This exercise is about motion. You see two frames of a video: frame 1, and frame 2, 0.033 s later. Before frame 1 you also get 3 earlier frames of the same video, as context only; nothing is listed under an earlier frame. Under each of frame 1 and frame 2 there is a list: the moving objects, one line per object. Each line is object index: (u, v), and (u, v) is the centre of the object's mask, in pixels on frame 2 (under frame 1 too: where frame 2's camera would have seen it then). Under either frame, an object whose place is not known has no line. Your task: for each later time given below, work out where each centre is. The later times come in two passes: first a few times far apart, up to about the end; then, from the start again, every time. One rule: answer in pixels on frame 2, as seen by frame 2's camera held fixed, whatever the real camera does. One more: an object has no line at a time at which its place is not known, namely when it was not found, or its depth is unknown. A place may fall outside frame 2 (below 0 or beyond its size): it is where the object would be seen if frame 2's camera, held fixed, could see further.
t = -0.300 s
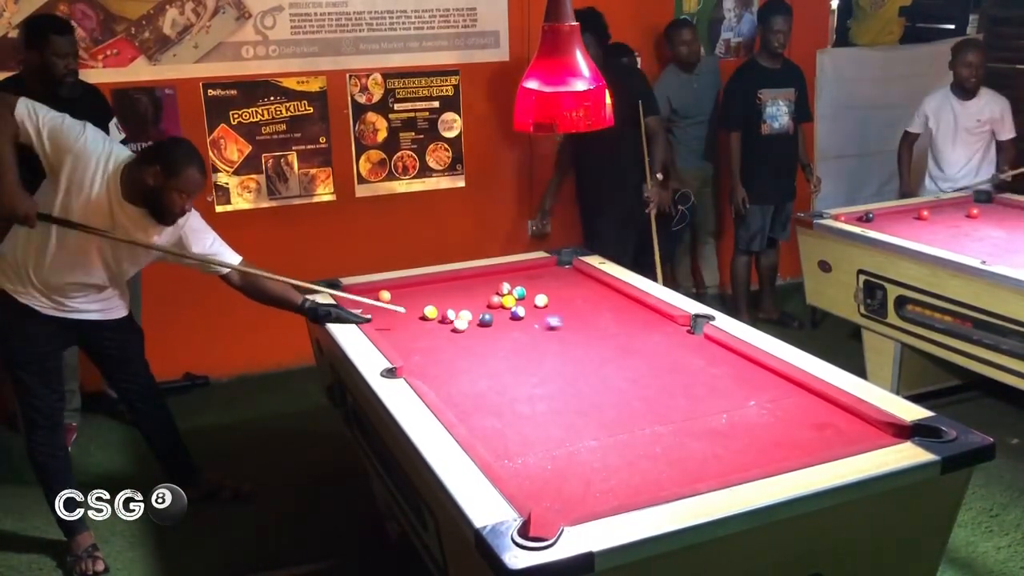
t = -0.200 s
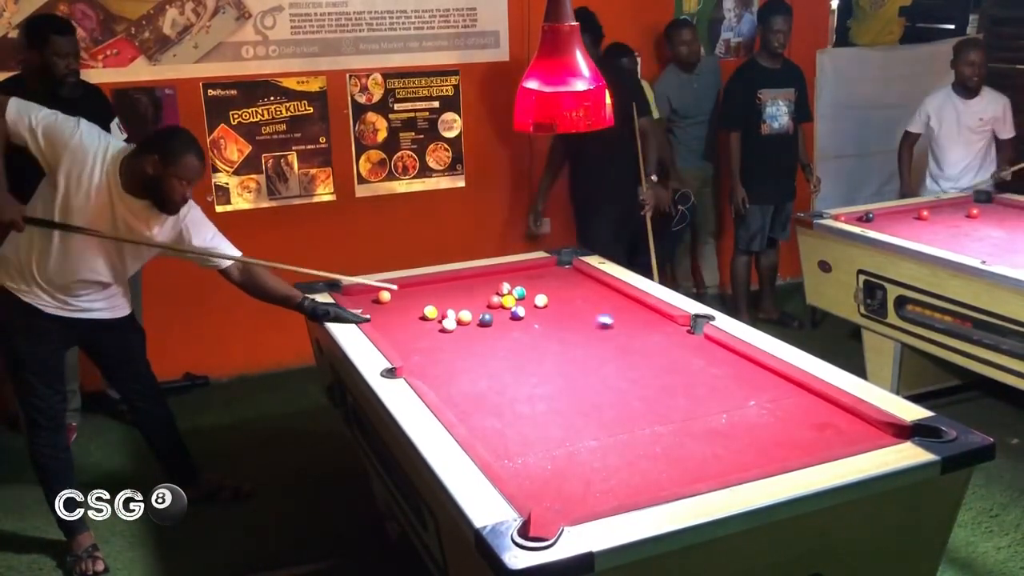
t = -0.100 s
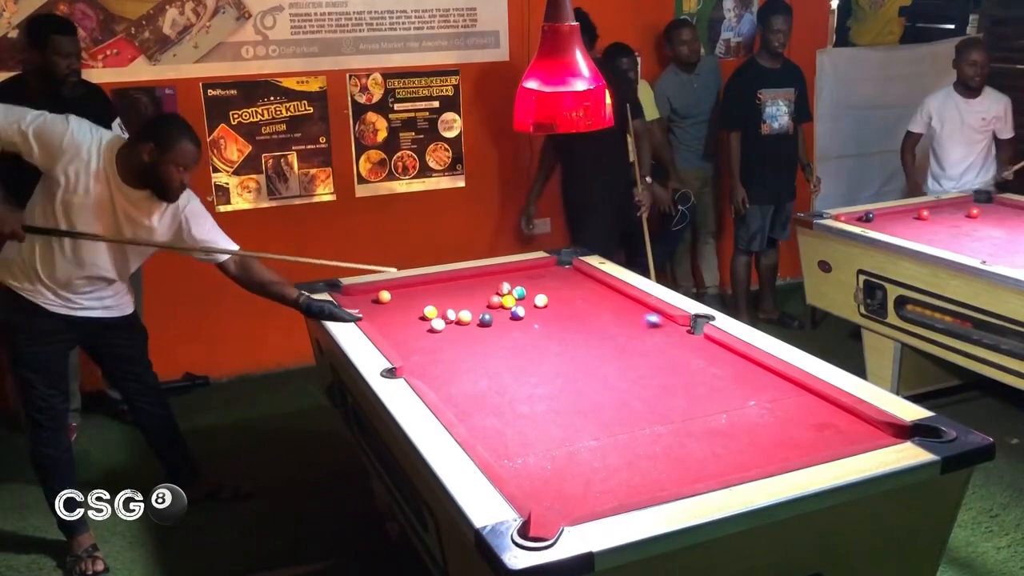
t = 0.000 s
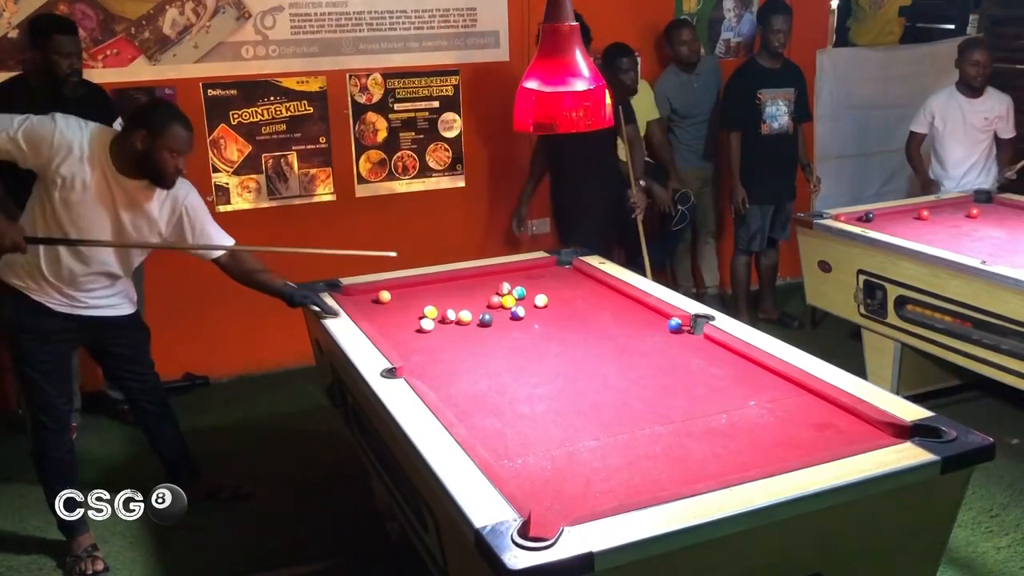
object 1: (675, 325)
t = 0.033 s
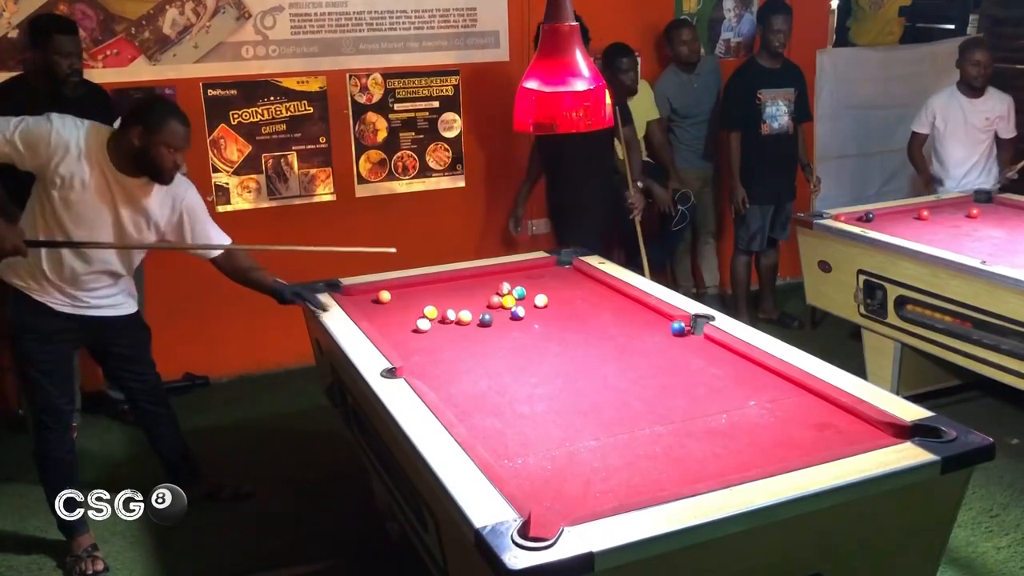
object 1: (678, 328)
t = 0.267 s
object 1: (702, 349)
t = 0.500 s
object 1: (728, 373)
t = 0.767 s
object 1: (764, 404)
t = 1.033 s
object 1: (804, 439)
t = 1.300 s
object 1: (784, 442)
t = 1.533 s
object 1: (741, 431)
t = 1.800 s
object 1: (698, 419)
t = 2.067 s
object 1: (660, 408)
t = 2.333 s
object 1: (626, 399)
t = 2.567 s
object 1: (600, 392)
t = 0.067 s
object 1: (681, 331)
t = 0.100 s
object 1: (685, 334)
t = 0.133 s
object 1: (688, 337)
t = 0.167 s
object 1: (691, 340)
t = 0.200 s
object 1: (695, 343)
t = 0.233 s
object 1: (698, 347)
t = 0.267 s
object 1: (702, 349)
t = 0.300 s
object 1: (706, 353)
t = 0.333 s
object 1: (709, 356)
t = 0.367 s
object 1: (712, 359)
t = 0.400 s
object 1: (716, 363)
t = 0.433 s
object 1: (721, 366)
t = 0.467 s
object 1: (724, 370)
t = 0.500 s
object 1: (728, 373)
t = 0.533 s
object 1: (733, 377)
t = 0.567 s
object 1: (737, 381)
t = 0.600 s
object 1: (741, 384)
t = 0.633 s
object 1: (746, 388)
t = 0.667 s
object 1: (750, 392)
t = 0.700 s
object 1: (755, 396)
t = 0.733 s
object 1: (759, 400)
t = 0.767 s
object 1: (764, 404)
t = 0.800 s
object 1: (769, 408)
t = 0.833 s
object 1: (773, 413)
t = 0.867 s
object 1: (778, 417)
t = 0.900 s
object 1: (784, 421)
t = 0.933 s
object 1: (789, 426)
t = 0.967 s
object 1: (794, 430)
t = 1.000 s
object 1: (799, 435)
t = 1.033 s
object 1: (804, 439)
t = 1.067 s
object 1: (810, 444)
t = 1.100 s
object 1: (815, 446)
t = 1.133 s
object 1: (818, 448)
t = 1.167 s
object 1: (810, 447)
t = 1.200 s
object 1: (803, 447)
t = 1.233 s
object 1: (797, 446)
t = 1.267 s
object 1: (790, 444)
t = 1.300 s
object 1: (784, 442)
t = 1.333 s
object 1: (777, 440)
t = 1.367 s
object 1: (771, 439)
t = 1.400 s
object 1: (765, 438)
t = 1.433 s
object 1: (759, 435)
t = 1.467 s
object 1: (753, 434)
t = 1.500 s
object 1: (747, 432)
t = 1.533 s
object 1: (741, 431)
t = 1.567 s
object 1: (736, 430)
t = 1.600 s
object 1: (730, 428)
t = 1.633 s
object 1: (725, 426)
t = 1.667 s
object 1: (719, 425)
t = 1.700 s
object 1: (713, 423)
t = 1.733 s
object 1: (709, 422)
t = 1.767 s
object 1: (703, 421)
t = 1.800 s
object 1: (698, 419)
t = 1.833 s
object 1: (693, 417)
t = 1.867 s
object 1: (688, 416)
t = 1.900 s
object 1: (683, 415)
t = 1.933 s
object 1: (678, 413)
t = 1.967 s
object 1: (674, 412)
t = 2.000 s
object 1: (669, 410)
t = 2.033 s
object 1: (664, 409)
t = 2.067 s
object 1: (660, 408)
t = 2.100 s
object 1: (655, 407)
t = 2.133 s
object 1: (651, 406)
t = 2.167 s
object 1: (647, 405)
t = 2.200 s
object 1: (642, 404)
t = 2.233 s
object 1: (638, 402)
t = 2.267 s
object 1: (634, 401)
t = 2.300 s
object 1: (630, 400)
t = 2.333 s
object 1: (626, 399)
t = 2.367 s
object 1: (622, 398)
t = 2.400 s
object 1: (618, 397)
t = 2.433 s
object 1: (615, 396)
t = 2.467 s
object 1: (611, 395)
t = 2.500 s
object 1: (607, 394)
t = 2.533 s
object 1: (604, 394)
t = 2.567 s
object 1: (600, 392)
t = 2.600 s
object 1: (597, 391)
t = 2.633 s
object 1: (593, 390)
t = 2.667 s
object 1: (590, 390)
